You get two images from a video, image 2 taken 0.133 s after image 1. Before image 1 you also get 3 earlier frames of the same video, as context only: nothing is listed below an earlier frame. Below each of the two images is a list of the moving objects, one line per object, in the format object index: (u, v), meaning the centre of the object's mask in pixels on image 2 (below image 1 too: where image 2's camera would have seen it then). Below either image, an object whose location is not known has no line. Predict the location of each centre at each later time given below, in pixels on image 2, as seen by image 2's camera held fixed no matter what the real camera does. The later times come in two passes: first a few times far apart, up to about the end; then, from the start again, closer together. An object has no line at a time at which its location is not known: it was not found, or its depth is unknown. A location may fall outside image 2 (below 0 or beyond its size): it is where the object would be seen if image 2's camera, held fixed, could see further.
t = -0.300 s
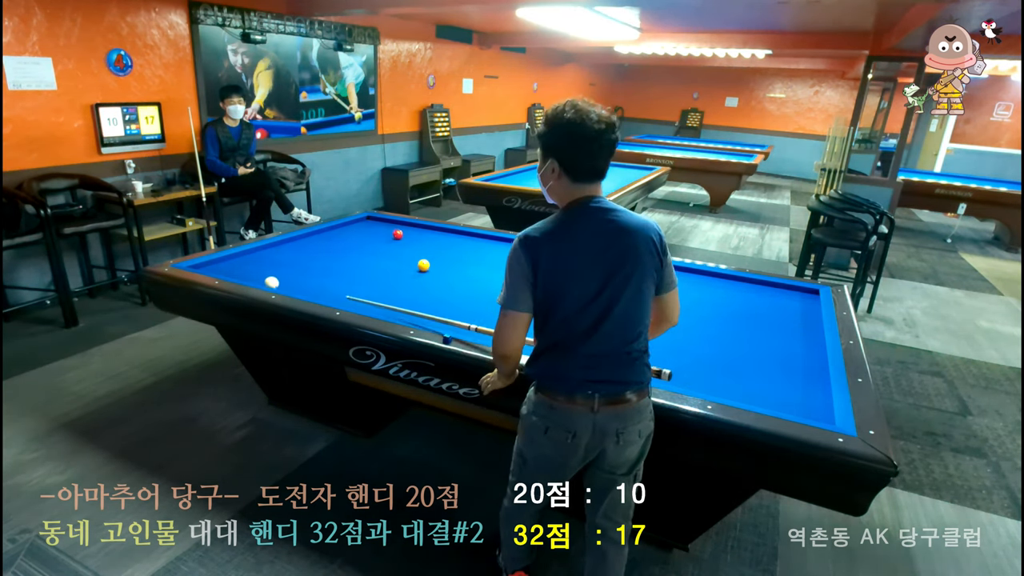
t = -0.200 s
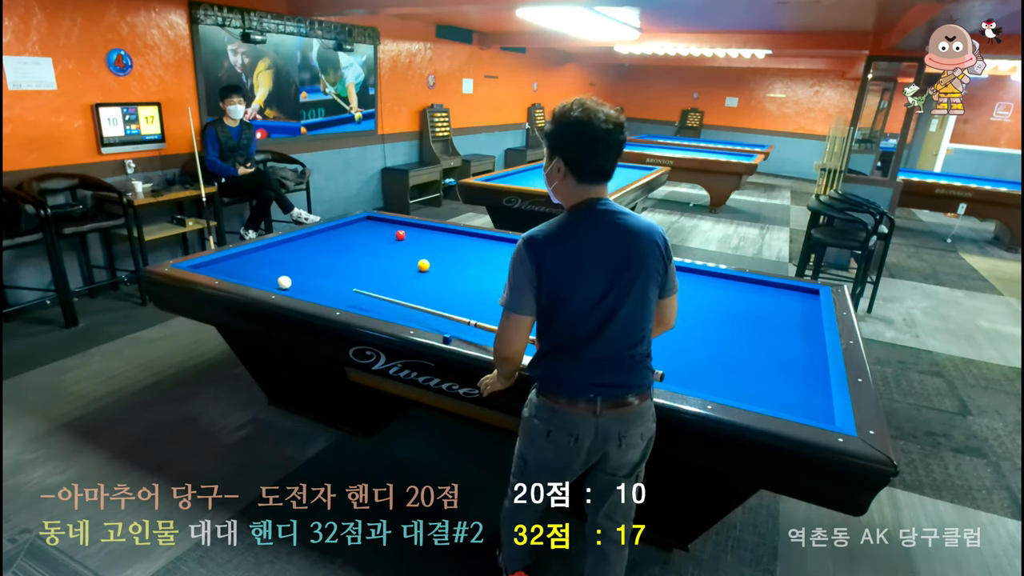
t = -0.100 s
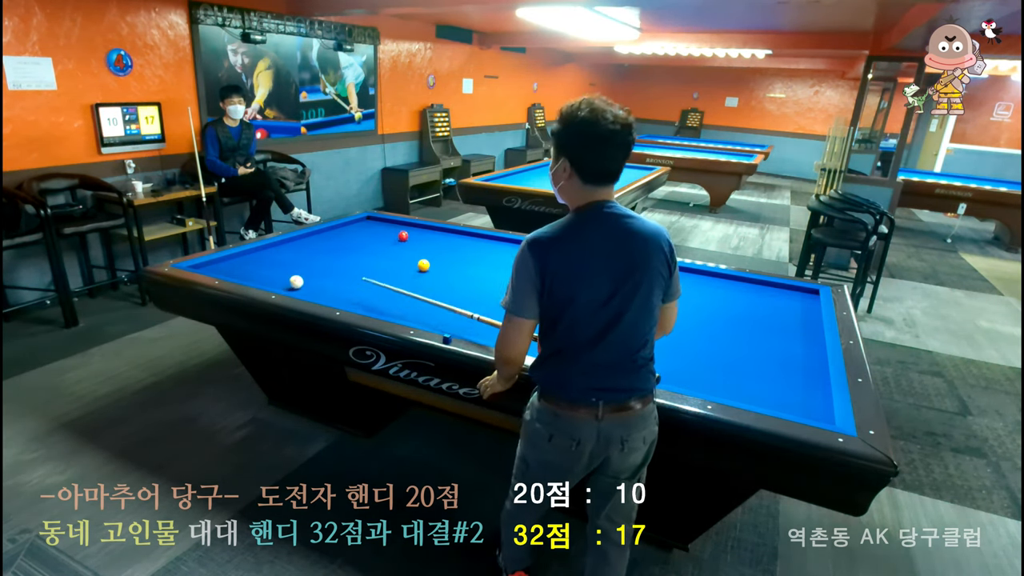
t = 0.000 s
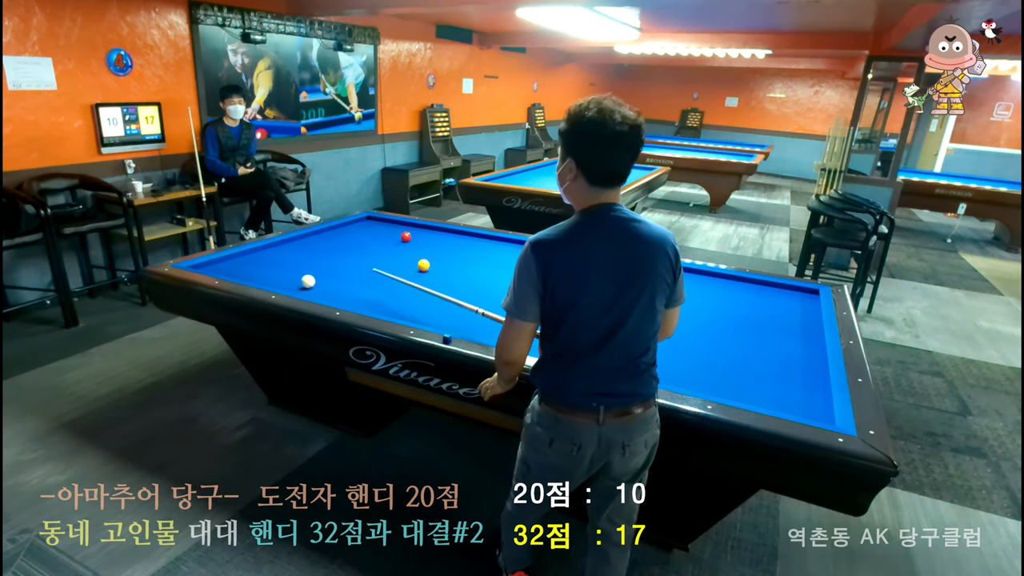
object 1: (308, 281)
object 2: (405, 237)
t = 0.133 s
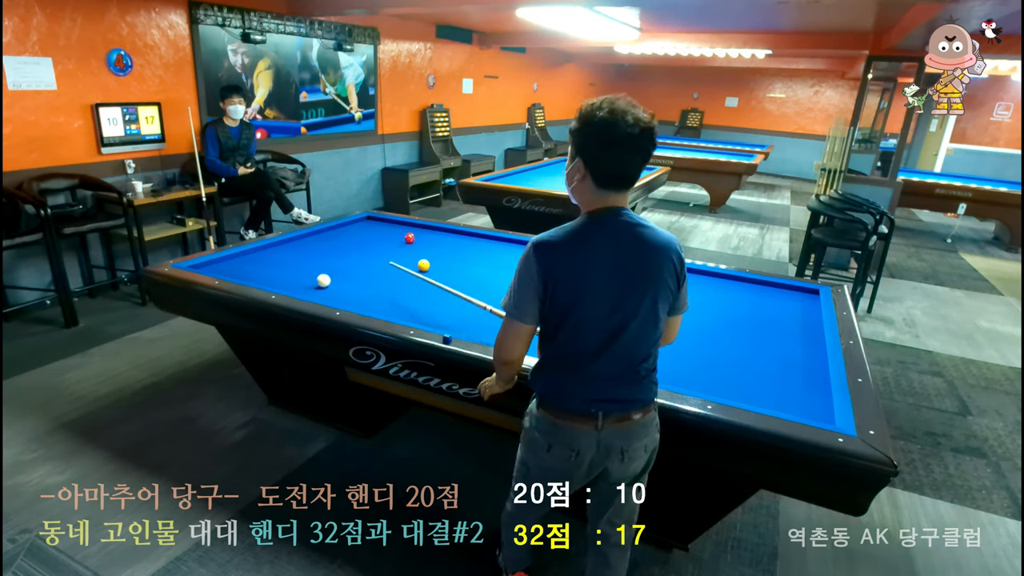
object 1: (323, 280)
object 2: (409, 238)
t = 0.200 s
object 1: (331, 280)
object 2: (411, 239)
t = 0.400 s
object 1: (353, 279)
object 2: (416, 240)
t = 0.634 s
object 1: (378, 278)
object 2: (422, 242)
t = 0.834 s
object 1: (395, 278)
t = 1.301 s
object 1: (451, 272)
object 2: (441, 247)
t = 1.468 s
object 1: (464, 273)
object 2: (444, 249)
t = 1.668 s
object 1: (482, 272)
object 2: (449, 251)
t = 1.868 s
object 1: (499, 272)
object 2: (453, 253)
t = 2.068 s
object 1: (516, 271)
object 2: (458, 254)
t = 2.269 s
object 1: (531, 270)
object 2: (462, 256)
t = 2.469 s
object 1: (547, 269)
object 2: (466, 257)
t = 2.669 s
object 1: (562, 269)
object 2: (470, 259)
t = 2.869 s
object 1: (576, 268)
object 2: (474, 260)
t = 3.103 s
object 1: (592, 268)
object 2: (479, 262)
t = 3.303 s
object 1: (605, 267)
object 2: (482, 263)
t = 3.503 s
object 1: (618, 266)
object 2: (486, 264)
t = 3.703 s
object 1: (630, 266)
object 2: (489, 265)
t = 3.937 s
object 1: (643, 265)
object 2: (492, 266)
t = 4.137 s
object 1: (657, 265)
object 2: (496, 267)
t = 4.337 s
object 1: (665, 265)
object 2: (498, 268)
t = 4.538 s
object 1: (670, 268)
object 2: (500, 269)
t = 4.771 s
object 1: (677, 270)
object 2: (503, 270)
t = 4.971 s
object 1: (682, 272)
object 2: (505, 271)
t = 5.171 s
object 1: (687, 274)
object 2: (507, 271)
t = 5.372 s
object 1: (692, 276)
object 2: (508, 271)
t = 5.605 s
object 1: (697, 279)
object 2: (509, 272)
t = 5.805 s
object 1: (701, 280)
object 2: (510, 272)
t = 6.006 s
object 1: (705, 282)
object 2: (510, 272)
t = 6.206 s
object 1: (710, 284)
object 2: (511, 272)
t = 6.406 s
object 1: (714, 286)
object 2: (511, 273)
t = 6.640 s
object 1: (719, 287)
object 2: (511, 272)
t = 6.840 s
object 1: (723, 289)
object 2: (511, 272)
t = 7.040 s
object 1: (726, 290)
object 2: (511, 272)
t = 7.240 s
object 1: (730, 292)
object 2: (511, 272)
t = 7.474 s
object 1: (734, 294)
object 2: (511, 272)
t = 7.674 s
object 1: (737, 295)
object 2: (511, 273)
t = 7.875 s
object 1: (739, 296)
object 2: (511, 273)
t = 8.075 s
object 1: (742, 297)
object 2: (511, 273)
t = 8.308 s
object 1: (744, 298)
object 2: (511, 273)
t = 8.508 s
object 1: (746, 299)
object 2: (511, 273)
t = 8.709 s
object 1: (748, 300)
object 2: (511, 273)
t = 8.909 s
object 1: (749, 301)
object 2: (511, 273)
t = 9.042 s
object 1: (750, 301)
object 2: (511, 273)
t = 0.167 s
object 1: (327, 280)
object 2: (410, 238)
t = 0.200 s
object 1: (331, 280)
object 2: (411, 239)
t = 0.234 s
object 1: (334, 280)
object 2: (412, 239)
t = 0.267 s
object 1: (338, 279)
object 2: (412, 239)
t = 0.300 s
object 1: (342, 279)
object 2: (414, 239)
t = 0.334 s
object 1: (346, 279)
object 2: (414, 240)
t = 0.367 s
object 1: (349, 279)
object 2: (415, 240)
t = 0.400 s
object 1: (353, 279)
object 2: (416, 240)
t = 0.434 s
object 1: (357, 279)
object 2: (417, 241)
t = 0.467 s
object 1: (360, 279)
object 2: (418, 241)
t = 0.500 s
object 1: (364, 278)
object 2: (419, 241)
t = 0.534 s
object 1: (368, 278)
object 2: (420, 242)
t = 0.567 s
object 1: (371, 278)
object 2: (420, 242)
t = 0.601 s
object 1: (375, 278)
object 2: (421, 242)
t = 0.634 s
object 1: (378, 278)
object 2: (422, 242)
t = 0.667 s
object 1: (382, 277)
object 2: (423, 243)
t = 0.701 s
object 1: (385, 277)
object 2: (424, 243)
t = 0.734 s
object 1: (389, 277)
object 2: (425, 243)
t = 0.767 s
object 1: (392, 277)
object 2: (424, 242)
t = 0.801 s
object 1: (396, 276)
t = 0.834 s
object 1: (395, 278)
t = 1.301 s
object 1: (451, 272)
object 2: (441, 247)
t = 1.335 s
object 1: (452, 273)
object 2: (441, 248)
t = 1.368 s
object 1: (455, 274)
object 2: (442, 249)
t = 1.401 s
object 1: (458, 274)
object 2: (442, 249)
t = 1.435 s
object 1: (461, 273)
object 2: (443, 249)
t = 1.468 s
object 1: (464, 273)
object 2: (444, 249)
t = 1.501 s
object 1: (467, 273)
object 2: (445, 250)
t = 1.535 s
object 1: (470, 273)
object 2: (445, 250)
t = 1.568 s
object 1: (473, 273)
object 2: (446, 250)
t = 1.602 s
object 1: (476, 273)
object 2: (447, 250)
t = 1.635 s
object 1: (479, 272)
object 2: (448, 251)
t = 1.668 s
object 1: (482, 272)
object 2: (449, 251)
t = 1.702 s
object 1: (485, 272)
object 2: (449, 251)
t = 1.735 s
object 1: (488, 272)
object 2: (450, 252)
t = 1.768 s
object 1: (490, 272)
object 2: (451, 252)
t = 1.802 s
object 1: (493, 272)
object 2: (452, 252)
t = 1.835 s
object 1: (496, 272)
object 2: (452, 252)
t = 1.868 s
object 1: (499, 272)
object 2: (453, 253)
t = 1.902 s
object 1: (502, 272)
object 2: (454, 253)
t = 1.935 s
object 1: (505, 271)
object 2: (455, 253)
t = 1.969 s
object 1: (507, 271)
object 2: (456, 253)
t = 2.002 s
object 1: (510, 271)
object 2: (456, 254)
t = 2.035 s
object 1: (513, 271)
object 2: (457, 254)
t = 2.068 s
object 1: (516, 271)
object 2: (458, 254)
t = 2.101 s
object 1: (518, 271)
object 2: (458, 254)
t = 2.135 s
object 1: (521, 271)
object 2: (459, 255)
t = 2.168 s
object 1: (524, 271)
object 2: (460, 255)
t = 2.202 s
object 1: (526, 270)
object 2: (461, 255)
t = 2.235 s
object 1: (529, 270)
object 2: (461, 255)
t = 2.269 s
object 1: (531, 270)
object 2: (462, 256)
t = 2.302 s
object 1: (534, 270)
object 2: (463, 256)
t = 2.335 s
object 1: (537, 270)
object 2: (463, 256)
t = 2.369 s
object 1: (539, 270)
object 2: (464, 256)
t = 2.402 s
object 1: (542, 270)
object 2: (465, 257)
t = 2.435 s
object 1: (544, 270)
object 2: (466, 257)
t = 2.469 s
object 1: (547, 269)
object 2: (466, 257)
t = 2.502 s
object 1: (549, 269)
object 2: (467, 257)
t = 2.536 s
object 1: (552, 269)
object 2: (468, 258)
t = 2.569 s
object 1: (554, 269)
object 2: (468, 258)
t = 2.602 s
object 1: (557, 269)
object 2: (469, 258)
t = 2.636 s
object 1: (559, 269)
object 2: (470, 259)
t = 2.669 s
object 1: (562, 269)
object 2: (470, 259)
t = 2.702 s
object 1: (564, 269)
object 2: (471, 259)
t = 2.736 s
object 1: (567, 268)
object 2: (472, 259)
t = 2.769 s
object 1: (569, 268)
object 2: (473, 259)
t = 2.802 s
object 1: (571, 268)
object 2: (473, 260)
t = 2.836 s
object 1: (574, 268)
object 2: (474, 260)
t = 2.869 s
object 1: (576, 268)
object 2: (474, 260)
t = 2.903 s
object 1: (578, 268)
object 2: (475, 260)
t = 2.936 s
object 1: (581, 268)
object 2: (475, 260)
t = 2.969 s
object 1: (583, 268)
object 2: (476, 261)
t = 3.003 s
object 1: (585, 268)
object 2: (477, 261)
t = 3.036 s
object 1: (588, 268)
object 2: (477, 261)
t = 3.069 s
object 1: (590, 267)
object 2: (478, 261)
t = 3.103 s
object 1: (592, 268)
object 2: (479, 262)
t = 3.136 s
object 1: (594, 267)
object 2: (479, 262)
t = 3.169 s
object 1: (596, 267)
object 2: (480, 262)
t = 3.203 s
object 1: (599, 267)
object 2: (481, 262)
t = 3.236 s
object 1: (601, 267)
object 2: (481, 262)
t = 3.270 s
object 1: (603, 267)
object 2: (482, 262)
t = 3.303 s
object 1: (605, 267)
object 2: (482, 263)
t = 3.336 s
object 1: (607, 267)
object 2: (483, 263)
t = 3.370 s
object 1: (610, 267)
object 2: (483, 263)
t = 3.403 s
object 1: (612, 266)
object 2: (484, 263)
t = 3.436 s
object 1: (614, 266)
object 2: (485, 264)
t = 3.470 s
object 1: (616, 266)
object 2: (485, 264)
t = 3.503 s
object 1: (618, 266)
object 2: (486, 264)
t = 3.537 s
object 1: (620, 266)
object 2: (486, 264)
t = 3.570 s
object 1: (622, 266)
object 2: (487, 264)
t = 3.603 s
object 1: (624, 266)
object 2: (487, 264)
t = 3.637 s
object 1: (626, 266)
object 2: (488, 265)
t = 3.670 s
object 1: (628, 266)
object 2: (488, 265)
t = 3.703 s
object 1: (630, 266)
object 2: (489, 265)
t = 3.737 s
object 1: (632, 266)
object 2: (490, 265)
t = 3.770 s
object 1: (634, 266)
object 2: (490, 265)
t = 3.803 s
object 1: (636, 265)
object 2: (491, 266)
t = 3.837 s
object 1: (638, 265)
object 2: (491, 266)
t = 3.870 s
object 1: (640, 265)
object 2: (491, 266)
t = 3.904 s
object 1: (642, 265)
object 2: (492, 266)
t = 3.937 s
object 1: (643, 265)
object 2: (492, 266)
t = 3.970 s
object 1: (645, 265)
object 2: (493, 266)
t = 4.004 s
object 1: (647, 265)
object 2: (493, 267)
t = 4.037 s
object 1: (649, 265)
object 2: (494, 267)
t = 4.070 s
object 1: (651, 265)
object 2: (494, 267)
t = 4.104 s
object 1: (655, 265)
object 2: (495, 267)
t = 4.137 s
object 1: (657, 265)
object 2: (496, 267)
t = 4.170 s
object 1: (658, 265)
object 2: (496, 268)
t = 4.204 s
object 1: (660, 265)
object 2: (497, 268)
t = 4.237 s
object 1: (662, 265)
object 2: (497, 268)
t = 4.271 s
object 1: (663, 265)
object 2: (497, 268)
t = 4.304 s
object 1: (664, 265)
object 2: (498, 268)
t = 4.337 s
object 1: (665, 265)
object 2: (498, 268)
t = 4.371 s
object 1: (665, 266)
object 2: (499, 269)
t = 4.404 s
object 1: (666, 266)
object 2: (499, 269)
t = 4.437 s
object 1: (667, 267)
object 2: (499, 269)
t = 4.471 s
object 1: (668, 267)
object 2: (500, 269)
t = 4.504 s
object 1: (669, 268)
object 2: (500, 269)
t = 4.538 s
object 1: (670, 268)
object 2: (500, 269)
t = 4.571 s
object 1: (671, 268)
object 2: (501, 269)
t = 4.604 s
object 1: (672, 269)
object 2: (501, 269)
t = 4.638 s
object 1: (673, 269)
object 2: (502, 270)
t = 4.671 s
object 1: (674, 269)
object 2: (502, 270)
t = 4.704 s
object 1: (675, 270)
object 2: (502, 270)
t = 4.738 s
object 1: (676, 270)
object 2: (503, 270)
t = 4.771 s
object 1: (677, 270)
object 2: (503, 270)
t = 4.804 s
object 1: (677, 271)
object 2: (503, 270)
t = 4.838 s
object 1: (678, 271)
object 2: (504, 270)
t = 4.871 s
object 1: (679, 271)
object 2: (504, 270)
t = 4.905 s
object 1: (680, 272)
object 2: (504, 270)
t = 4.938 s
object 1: (681, 272)
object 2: (505, 270)
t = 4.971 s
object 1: (682, 272)
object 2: (505, 271)
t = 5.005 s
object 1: (683, 273)
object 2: (505, 271)
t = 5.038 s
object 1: (684, 273)
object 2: (505, 271)
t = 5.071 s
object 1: (684, 274)
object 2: (506, 271)
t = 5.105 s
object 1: (685, 274)
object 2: (506, 271)
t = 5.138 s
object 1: (686, 274)
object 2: (506, 271)
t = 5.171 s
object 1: (687, 274)
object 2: (507, 271)
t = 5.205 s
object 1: (687, 275)
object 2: (507, 271)
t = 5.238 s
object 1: (689, 275)
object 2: (507, 271)
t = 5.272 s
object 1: (689, 275)
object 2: (507, 271)
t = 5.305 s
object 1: (690, 276)
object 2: (508, 271)
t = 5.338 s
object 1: (691, 276)
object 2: (508, 271)
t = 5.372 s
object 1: (692, 276)
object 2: (508, 271)
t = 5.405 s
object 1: (692, 277)
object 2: (508, 272)
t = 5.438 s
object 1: (693, 277)
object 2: (508, 272)
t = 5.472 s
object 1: (694, 277)
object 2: (508, 272)
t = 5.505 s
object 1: (695, 278)
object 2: (509, 272)
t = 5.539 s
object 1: (696, 278)
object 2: (509, 272)
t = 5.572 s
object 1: (697, 278)
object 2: (509, 272)
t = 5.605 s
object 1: (697, 279)
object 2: (509, 272)
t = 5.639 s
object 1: (698, 279)
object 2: (509, 272)
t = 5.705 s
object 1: (699, 279)
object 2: (510, 272)
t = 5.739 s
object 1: (700, 280)
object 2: (510, 272)
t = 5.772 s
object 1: (700, 280)
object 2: (510, 272)
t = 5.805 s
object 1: (701, 280)
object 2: (510, 272)
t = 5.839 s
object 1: (702, 280)
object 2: (510, 272)
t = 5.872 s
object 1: (703, 281)
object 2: (510, 272)
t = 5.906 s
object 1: (704, 281)
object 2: (510, 272)
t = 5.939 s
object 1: (704, 282)
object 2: (510, 272)
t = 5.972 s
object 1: (705, 282)
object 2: (510, 272)
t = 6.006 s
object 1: (705, 282)
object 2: (510, 272)
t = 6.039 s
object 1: (706, 282)
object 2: (510, 272)
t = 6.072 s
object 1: (707, 282)
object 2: (511, 272)
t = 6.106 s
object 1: (708, 283)
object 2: (511, 272)
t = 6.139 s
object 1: (709, 283)
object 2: (511, 272)
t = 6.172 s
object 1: (709, 283)
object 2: (511, 272)
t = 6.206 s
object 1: (710, 284)
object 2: (511, 272)
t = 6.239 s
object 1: (711, 284)
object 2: (511, 272)
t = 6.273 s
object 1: (711, 285)
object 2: (511, 272)
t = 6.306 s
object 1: (712, 285)
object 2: (511, 272)
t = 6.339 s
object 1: (713, 285)
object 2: (511, 273)
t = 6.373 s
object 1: (713, 285)
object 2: (511, 273)
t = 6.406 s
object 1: (714, 286)
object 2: (511, 273)
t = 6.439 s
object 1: (715, 286)
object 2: (511, 272)
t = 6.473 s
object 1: (716, 286)
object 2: (511, 273)
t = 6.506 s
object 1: (716, 286)
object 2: (511, 273)
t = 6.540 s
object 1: (717, 287)
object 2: (511, 273)
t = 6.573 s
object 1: (717, 287)
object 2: (511, 273)
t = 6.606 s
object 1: (718, 287)
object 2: (511, 273)
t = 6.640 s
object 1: (719, 287)
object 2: (511, 272)
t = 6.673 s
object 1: (719, 288)
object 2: (511, 273)
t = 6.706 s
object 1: (720, 288)
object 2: (511, 272)
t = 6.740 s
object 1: (720, 288)
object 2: (511, 272)
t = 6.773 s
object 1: (721, 288)
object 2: (511, 272)
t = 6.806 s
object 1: (722, 289)
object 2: (511, 272)
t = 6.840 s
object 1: (723, 289)
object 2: (511, 272)
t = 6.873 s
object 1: (723, 289)
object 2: (511, 272)
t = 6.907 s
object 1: (724, 289)
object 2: (511, 272)
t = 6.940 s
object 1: (724, 290)
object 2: (511, 272)
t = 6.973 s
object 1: (725, 290)
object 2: (511, 272)
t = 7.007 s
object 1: (725, 290)
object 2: (511, 272)
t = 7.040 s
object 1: (726, 290)
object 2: (511, 272)
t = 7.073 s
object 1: (727, 291)
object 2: (511, 273)
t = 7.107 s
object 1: (728, 291)
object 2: (511, 272)
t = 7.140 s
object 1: (728, 291)
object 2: (511, 273)
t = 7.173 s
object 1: (729, 292)
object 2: (511, 272)
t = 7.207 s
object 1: (729, 292)
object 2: (511, 272)
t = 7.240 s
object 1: (730, 292)
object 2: (511, 272)
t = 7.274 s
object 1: (730, 292)
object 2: (511, 272)
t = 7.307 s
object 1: (731, 293)
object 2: (511, 272)
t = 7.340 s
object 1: (732, 293)
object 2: (511, 273)
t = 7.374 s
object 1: (732, 293)
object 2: (511, 273)
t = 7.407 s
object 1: (733, 293)
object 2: (511, 272)
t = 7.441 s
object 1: (733, 294)
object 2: (511, 272)
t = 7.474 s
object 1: (734, 294)
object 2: (511, 272)
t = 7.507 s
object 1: (734, 294)
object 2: (511, 273)
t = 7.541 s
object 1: (735, 294)
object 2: (511, 273)
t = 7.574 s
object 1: (735, 294)
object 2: (511, 273)
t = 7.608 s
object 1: (736, 295)
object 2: (511, 273)
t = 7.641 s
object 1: (736, 295)
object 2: (511, 273)
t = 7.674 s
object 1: (737, 295)
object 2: (511, 273)
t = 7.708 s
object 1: (737, 295)
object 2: (511, 273)
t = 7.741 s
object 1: (738, 295)
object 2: (511, 273)
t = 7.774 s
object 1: (738, 295)
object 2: (511, 273)
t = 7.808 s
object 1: (739, 296)
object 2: (511, 273)
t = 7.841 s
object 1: (739, 296)
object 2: (511, 273)
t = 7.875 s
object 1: (739, 296)
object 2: (511, 273)
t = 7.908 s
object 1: (740, 296)
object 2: (511, 273)
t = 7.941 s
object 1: (740, 296)
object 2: (511, 273)
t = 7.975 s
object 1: (741, 297)
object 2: (511, 273)
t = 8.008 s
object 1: (741, 297)
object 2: (511, 273)
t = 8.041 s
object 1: (742, 297)
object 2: (511, 273)
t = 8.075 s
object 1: (742, 297)
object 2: (511, 273)
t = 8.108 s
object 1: (742, 297)
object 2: (511, 273)
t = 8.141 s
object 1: (742, 297)
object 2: (511, 273)
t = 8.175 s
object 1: (743, 298)
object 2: (511, 273)
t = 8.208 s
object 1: (743, 298)
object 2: (511, 273)
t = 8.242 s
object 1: (744, 298)
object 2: (511, 273)
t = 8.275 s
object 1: (744, 298)
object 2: (511, 273)
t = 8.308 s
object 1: (744, 298)
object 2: (511, 273)
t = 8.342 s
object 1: (745, 298)
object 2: (511, 273)
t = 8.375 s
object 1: (745, 299)
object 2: (511, 273)
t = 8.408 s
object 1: (745, 299)
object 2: (511, 273)
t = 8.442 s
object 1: (746, 299)
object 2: (511, 273)
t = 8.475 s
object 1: (746, 299)
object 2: (511, 273)
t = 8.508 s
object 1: (746, 299)
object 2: (511, 273)
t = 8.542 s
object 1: (747, 299)
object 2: (511, 273)
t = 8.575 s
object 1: (747, 299)
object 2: (511, 273)
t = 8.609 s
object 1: (747, 300)
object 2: (511, 273)
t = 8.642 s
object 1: (747, 300)
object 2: (511, 273)
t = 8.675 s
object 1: (748, 300)
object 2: (511, 273)
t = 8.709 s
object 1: (748, 300)
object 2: (511, 273)
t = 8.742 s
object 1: (748, 300)
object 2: (511, 273)
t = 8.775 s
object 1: (748, 300)
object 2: (511, 273)
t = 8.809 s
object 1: (748, 300)
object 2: (511, 273)
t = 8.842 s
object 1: (749, 300)
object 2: (511, 273)
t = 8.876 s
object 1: (749, 301)
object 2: (511, 273)
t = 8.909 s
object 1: (749, 301)
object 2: (511, 273)
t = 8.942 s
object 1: (750, 301)
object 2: (511, 273)
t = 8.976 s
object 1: (750, 301)
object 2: (511, 273)
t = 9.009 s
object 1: (750, 301)
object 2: (511, 273)
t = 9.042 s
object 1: (750, 301)
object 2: (511, 273)
